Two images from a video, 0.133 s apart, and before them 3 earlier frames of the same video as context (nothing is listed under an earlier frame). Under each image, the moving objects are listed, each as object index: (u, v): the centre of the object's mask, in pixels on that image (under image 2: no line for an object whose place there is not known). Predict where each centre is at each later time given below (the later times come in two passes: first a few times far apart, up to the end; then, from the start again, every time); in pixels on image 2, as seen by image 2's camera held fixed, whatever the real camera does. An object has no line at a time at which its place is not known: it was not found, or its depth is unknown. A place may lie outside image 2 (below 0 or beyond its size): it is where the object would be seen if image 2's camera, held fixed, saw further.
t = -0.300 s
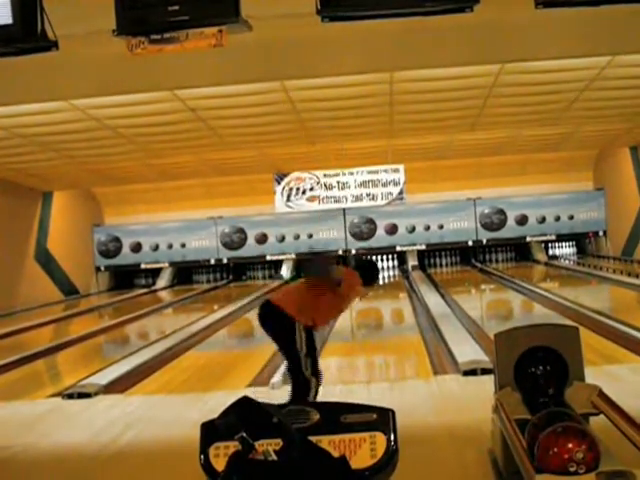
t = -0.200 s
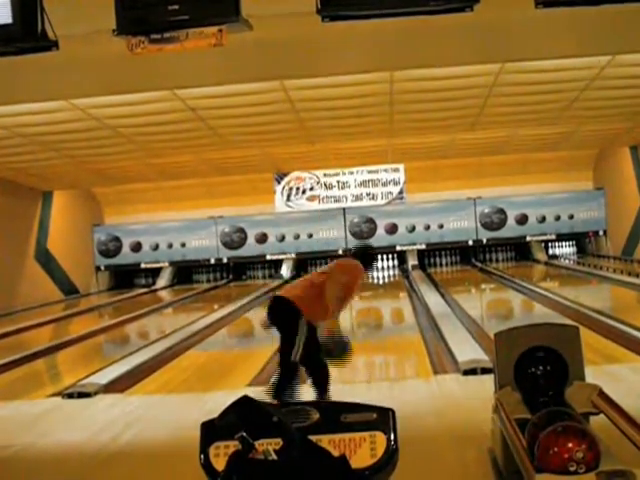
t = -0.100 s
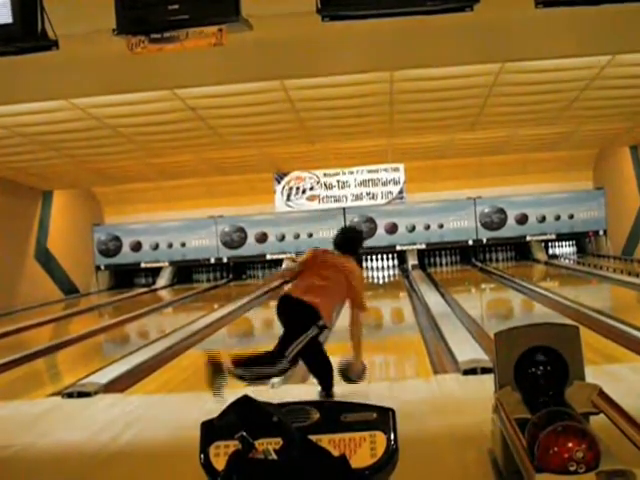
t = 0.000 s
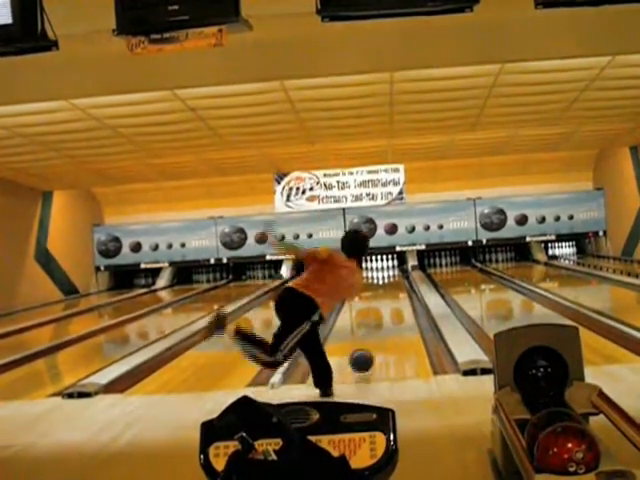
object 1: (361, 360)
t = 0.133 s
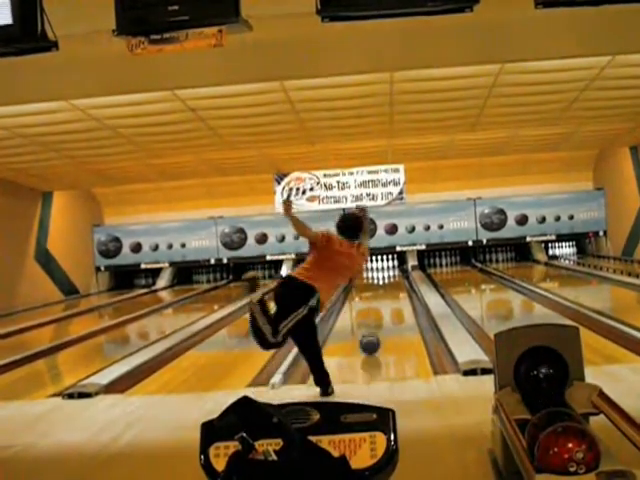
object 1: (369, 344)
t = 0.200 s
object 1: (372, 337)
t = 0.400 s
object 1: (379, 319)
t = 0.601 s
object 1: (384, 306)
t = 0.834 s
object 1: (389, 295)
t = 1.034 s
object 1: (391, 289)
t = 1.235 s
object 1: (393, 281)
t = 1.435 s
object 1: (392, 275)
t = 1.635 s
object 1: (391, 275)
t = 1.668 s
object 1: (390, 274)
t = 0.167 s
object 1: (371, 340)
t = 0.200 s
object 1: (372, 337)
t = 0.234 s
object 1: (373, 333)
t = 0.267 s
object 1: (375, 330)
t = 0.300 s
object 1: (376, 327)
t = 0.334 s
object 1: (377, 323)
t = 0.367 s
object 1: (378, 321)
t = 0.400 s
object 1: (379, 319)
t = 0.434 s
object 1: (380, 316)
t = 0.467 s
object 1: (381, 314)
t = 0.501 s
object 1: (383, 312)
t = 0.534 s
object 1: (383, 309)
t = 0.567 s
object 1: (384, 307)
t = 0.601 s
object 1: (384, 306)
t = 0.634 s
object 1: (385, 304)
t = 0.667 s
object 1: (386, 302)
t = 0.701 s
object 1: (387, 300)
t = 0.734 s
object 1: (387, 299)
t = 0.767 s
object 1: (388, 297)
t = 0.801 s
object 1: (389, 296)
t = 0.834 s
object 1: (389, 295)
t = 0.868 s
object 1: (389, 294)
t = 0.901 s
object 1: (389, 293)
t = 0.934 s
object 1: (389, 292)
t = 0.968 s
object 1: (390, 291)
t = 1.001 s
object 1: (391, 289)
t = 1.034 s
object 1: (391, 289)
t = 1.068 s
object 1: (392, 286)
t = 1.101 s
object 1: (392, 286)
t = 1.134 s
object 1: (392, 286)
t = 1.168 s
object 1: (392, 283)
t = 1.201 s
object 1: (392, 283)
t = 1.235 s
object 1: (393, 281)
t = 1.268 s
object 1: (393, 280)
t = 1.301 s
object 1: (392, 280)
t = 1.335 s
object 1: (392, 279)
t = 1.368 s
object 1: (393, 279)
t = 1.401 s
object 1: (392, 277)
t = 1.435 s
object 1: (392, 275)
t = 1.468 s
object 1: (391, 275)
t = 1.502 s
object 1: (392, 275)
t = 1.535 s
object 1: (392, 275)
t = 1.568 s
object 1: (391, 275)
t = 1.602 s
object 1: (391, 275)
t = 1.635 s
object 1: (391, 275)
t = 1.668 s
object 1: (390, 274)
